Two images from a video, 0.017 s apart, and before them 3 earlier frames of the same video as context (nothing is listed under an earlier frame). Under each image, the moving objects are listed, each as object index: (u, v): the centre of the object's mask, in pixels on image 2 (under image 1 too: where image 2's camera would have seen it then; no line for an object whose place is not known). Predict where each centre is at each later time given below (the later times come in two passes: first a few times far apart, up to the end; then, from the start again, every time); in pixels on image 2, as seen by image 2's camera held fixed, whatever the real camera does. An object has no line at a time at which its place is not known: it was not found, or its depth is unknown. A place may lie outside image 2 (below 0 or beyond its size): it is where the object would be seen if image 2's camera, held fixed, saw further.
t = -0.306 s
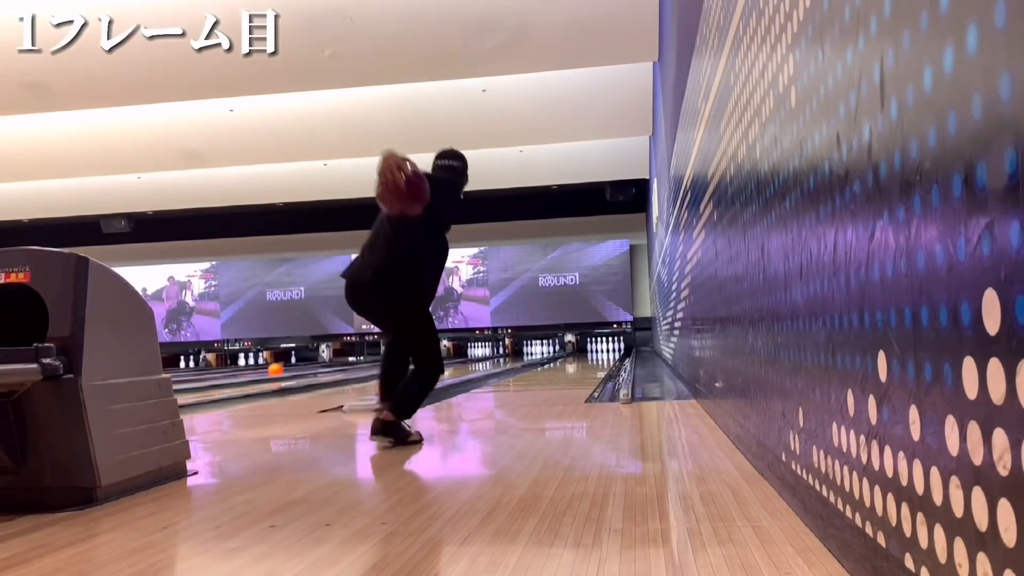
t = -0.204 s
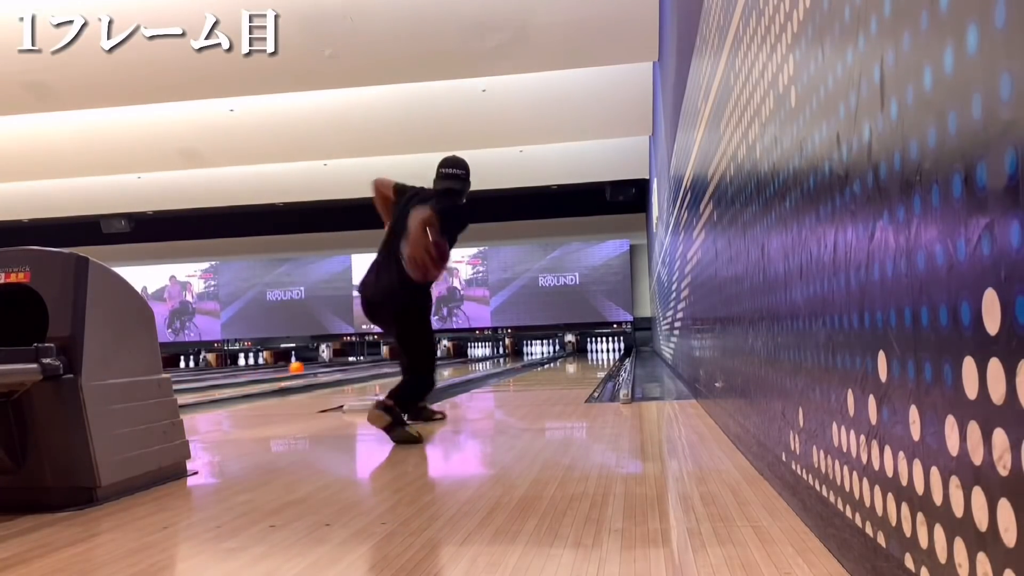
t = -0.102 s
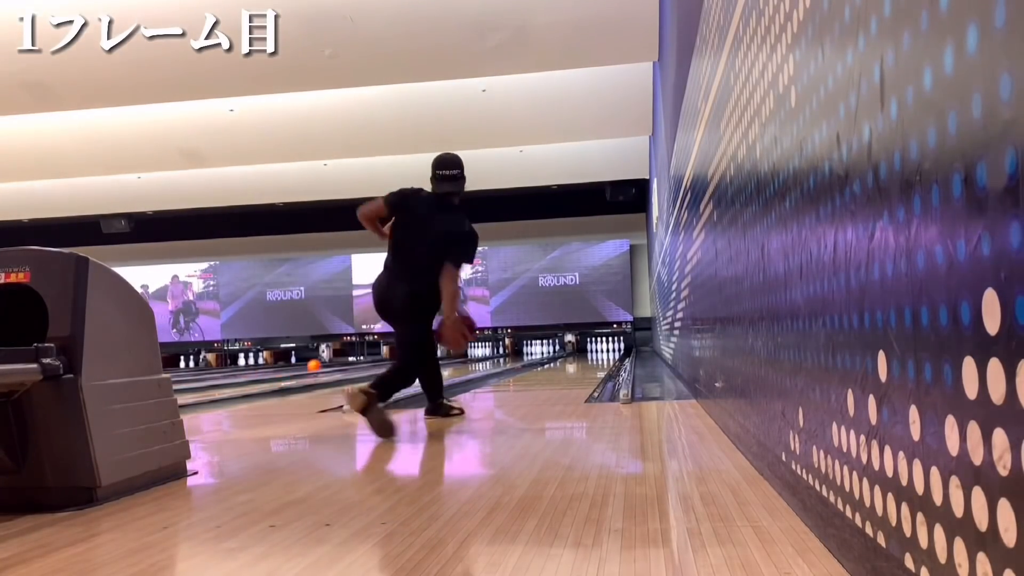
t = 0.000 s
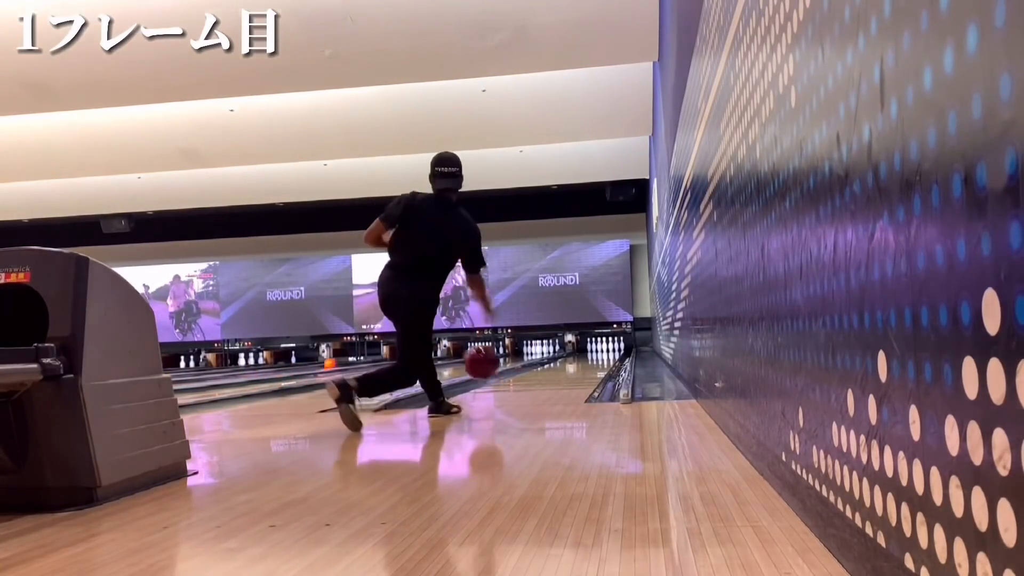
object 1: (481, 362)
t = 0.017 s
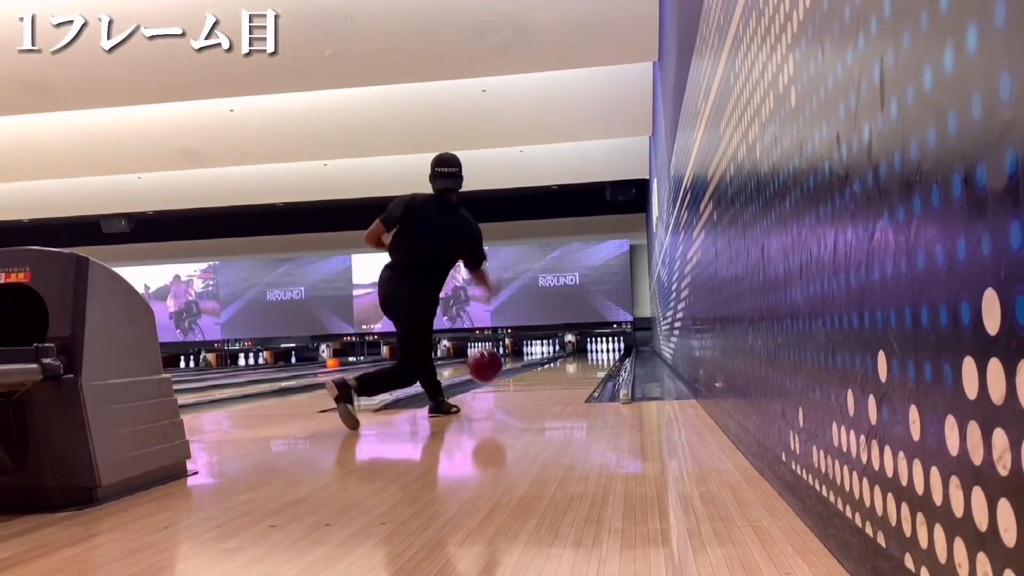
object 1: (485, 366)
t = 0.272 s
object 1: (522, 377)
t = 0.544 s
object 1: (544, 367)
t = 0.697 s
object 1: (551, 364)
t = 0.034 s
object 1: (488, 369)
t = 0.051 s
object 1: (492, 372)
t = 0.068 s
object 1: (495, 376)
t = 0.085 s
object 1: (498, 381)
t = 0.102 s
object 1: (501, 385)
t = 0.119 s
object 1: (503, 385)
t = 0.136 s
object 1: (506, 383)
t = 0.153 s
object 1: (508, 381)
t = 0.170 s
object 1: (510, 380)
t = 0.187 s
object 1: (513, 379)
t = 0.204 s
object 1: (514, 379)
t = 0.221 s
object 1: (517, 378)
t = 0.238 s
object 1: (518, 378)
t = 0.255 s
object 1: (520, 378)
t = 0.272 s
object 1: (522, 377)
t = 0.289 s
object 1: (524, 377)
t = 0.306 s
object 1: (525, 376)
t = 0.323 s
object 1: (527, 375)
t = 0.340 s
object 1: (528, 375)
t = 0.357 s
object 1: (530, 374)
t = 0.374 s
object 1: (531, 373)
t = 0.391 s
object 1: (532, 373)
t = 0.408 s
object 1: (534, 373)
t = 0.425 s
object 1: (535, 372)
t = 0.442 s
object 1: (536, 371)
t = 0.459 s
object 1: (538, 370)
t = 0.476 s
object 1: (538, 370)
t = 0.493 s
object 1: (541, 369)
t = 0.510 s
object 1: (542, 369)
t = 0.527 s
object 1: (543, 368)
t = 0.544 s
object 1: (544, 367)
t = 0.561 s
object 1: (545, 367)
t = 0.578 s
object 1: (546, 366)
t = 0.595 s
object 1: (546, 366)
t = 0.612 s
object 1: (547, 366)
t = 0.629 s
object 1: (548, 365)
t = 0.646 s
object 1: (549, 365)
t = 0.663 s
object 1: (550, 365)
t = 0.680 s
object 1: (551, 364)
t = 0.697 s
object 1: (551, 364)
